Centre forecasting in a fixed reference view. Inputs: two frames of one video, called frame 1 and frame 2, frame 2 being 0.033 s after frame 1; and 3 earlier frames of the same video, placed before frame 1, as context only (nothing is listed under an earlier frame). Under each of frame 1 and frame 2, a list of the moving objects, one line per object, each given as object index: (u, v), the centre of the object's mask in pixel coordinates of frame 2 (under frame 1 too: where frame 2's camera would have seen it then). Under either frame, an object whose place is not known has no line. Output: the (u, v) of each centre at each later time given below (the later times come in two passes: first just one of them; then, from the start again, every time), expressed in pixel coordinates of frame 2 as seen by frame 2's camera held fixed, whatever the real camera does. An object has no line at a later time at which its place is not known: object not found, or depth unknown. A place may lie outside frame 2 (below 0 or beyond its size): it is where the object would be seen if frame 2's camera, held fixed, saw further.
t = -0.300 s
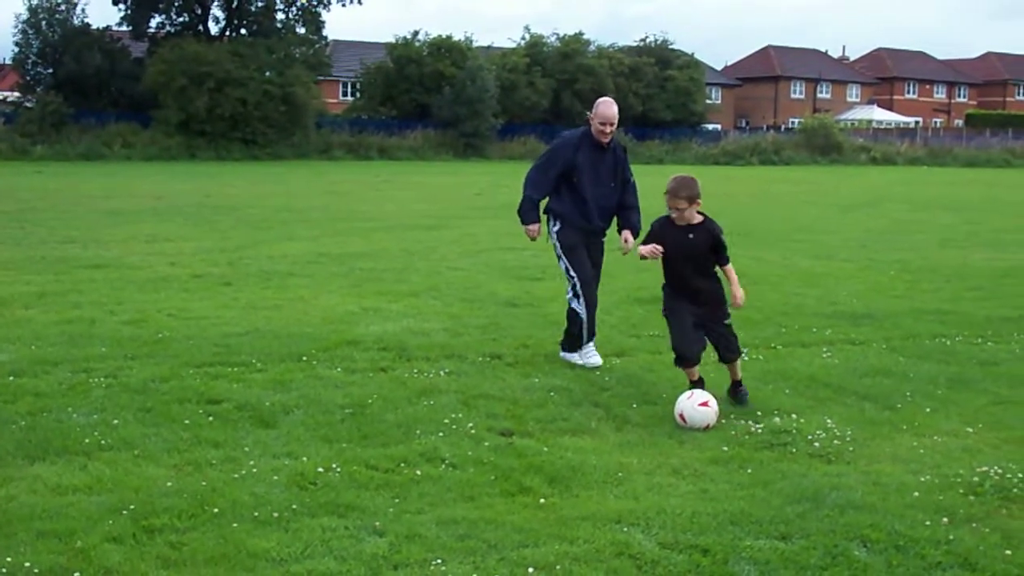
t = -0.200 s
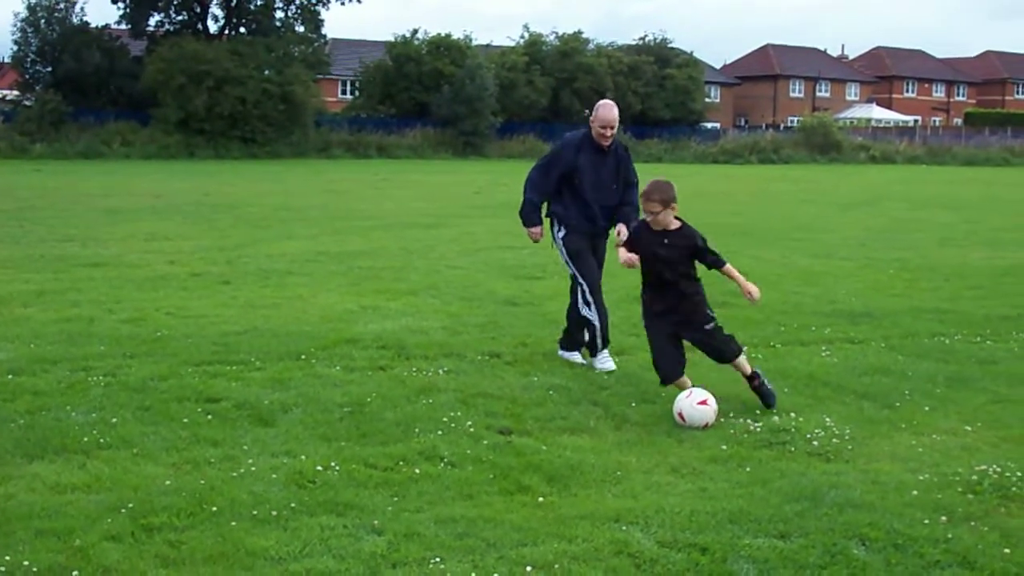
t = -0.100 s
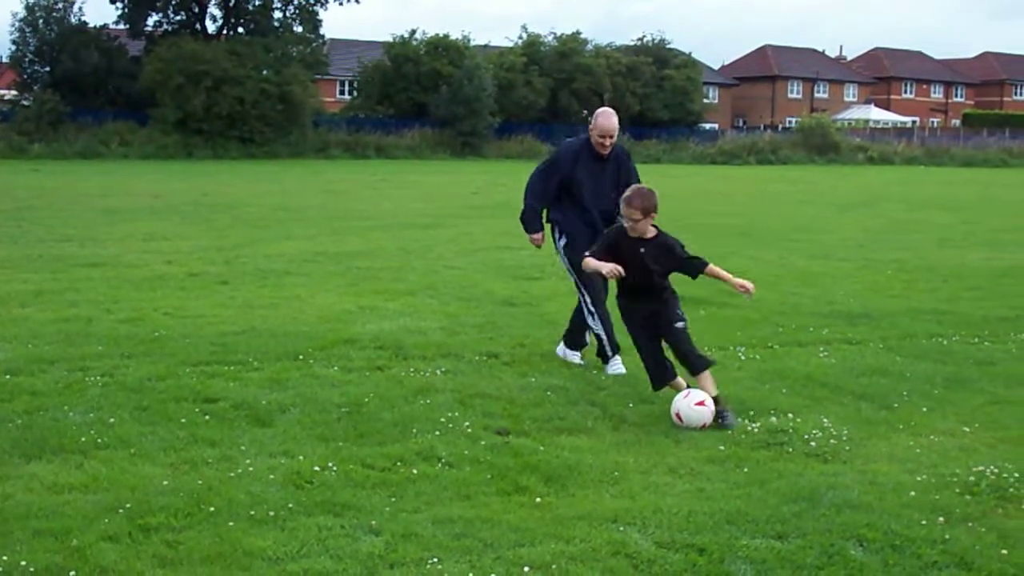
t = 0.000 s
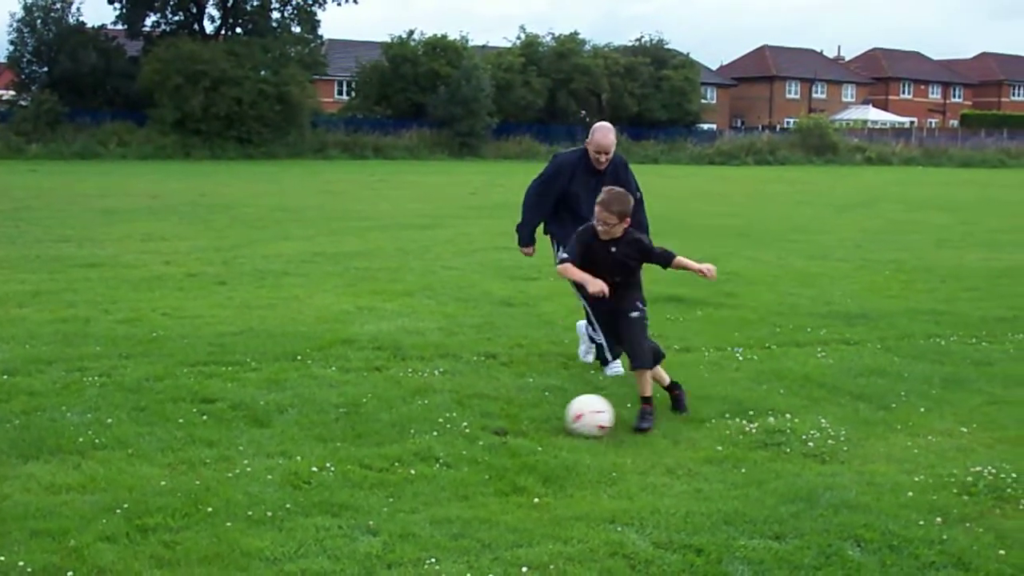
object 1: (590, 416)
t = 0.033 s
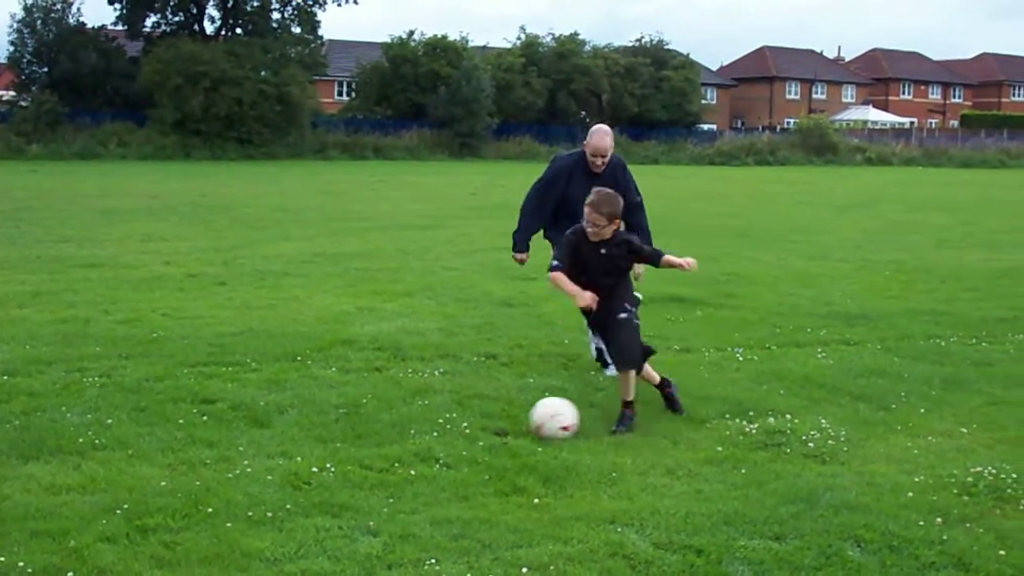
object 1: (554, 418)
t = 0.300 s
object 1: (309, 430)
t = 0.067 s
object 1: (520, 419)
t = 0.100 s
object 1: (487, 419)
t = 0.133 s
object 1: (455, 421)
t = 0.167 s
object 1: (423, 423)
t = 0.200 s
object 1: (392, 426)
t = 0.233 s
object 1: (362, 428)
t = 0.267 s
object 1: (335, 430)
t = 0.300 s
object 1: (309, 430)
